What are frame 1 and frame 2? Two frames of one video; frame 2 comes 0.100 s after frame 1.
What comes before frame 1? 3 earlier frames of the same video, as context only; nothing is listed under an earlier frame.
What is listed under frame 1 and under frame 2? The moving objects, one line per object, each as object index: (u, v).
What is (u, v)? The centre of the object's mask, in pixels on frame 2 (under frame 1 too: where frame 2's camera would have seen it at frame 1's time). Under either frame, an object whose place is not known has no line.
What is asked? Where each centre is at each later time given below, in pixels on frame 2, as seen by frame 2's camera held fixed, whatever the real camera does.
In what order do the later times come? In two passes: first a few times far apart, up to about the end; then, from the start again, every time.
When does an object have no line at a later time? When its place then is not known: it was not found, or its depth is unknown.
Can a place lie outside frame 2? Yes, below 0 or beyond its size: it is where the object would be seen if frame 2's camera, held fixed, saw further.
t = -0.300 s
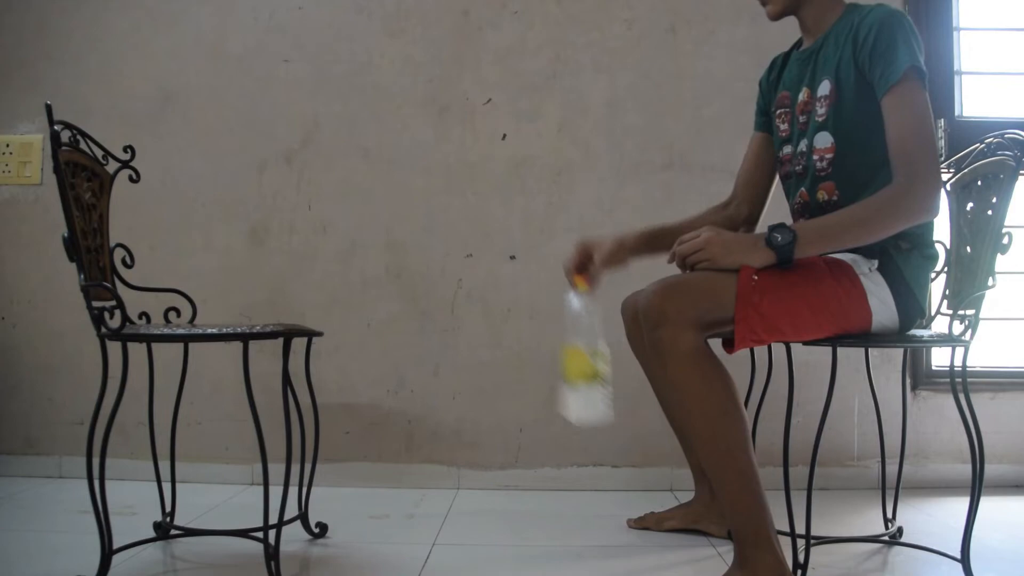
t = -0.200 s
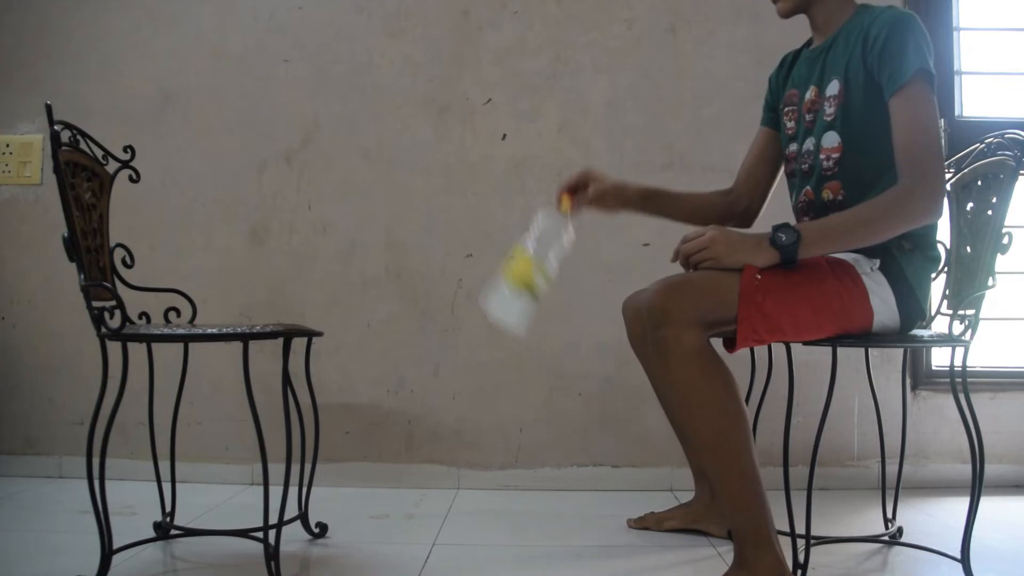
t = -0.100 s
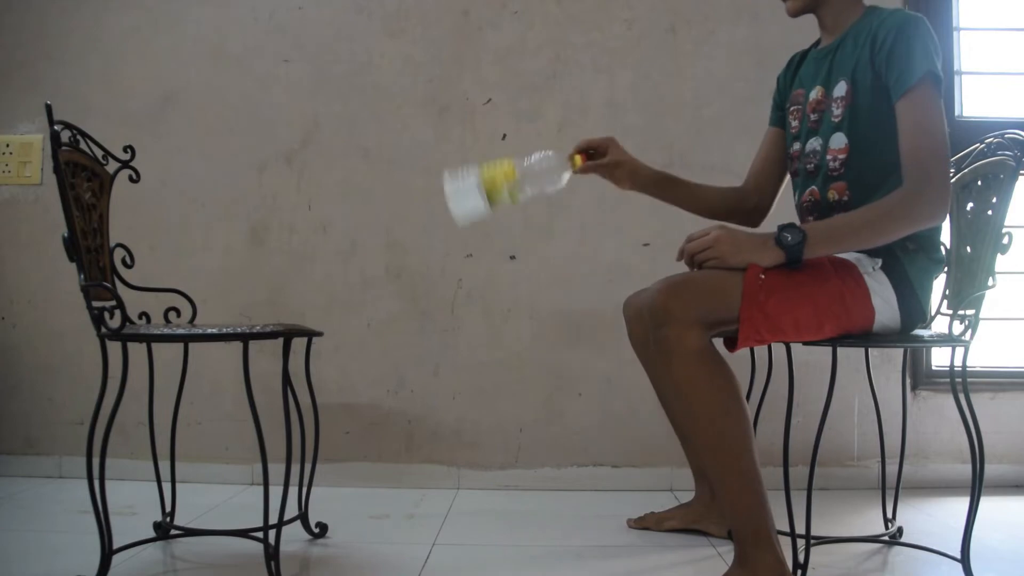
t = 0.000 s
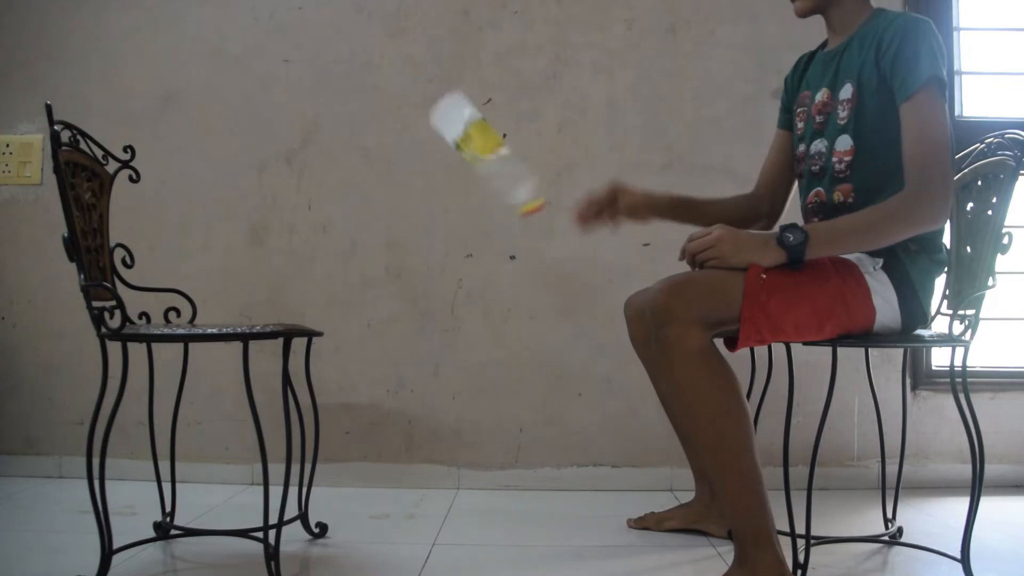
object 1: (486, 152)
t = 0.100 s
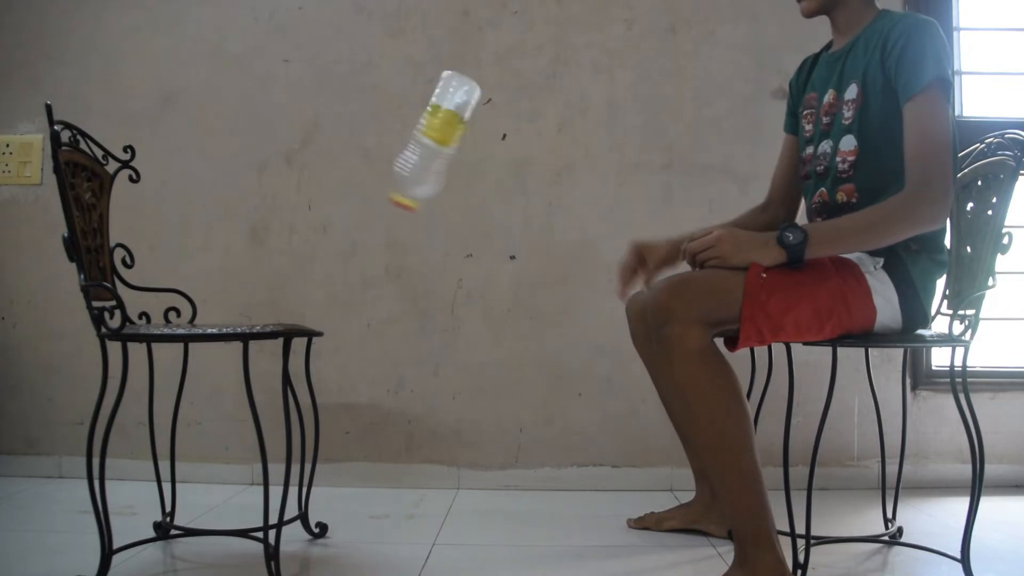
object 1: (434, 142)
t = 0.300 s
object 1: (414, 205)
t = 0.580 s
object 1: (403, 508)
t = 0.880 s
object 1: (409, 508)
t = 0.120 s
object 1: (425, 139)
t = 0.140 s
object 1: (420, 136)
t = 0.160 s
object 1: (416, 135)
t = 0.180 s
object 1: (413, 136)
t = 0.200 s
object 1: (412, 140)
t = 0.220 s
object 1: (412, 146)
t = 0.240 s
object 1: (413, 156)
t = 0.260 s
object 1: (413, 169)
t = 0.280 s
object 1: (413, 186)
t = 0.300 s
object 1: (414, 205)
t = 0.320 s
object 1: (414, 227)
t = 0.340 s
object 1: (414, 252)
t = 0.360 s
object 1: (414, 280)
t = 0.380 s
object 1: (414, 311)
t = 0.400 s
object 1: (414, 342)
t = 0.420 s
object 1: (413, 380)
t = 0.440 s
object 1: (413, 409)
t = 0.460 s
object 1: (412, 448)
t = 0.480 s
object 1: (412, 496)
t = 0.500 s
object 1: (413, 509)
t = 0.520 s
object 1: (409, 507)
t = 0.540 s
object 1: (406, 508)
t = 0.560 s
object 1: (404, 508)
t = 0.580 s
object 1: (403, 508)
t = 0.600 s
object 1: (402, 508)
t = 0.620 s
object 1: (402, 508)
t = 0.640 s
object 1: (402, 508)
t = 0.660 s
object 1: (402, 508)
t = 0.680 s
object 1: (403, 508)
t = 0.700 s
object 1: (404, 508)
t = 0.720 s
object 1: (406, 507)
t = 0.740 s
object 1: (409, 508)
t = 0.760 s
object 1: (411, 508)
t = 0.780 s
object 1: (412, 508)
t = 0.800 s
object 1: (412, 508)
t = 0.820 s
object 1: (411, 508)
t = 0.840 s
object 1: (410, 508)
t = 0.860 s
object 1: (409, 508)
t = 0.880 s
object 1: (409, 508)
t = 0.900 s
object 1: (411, 508)
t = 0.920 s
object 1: (411, 508)
